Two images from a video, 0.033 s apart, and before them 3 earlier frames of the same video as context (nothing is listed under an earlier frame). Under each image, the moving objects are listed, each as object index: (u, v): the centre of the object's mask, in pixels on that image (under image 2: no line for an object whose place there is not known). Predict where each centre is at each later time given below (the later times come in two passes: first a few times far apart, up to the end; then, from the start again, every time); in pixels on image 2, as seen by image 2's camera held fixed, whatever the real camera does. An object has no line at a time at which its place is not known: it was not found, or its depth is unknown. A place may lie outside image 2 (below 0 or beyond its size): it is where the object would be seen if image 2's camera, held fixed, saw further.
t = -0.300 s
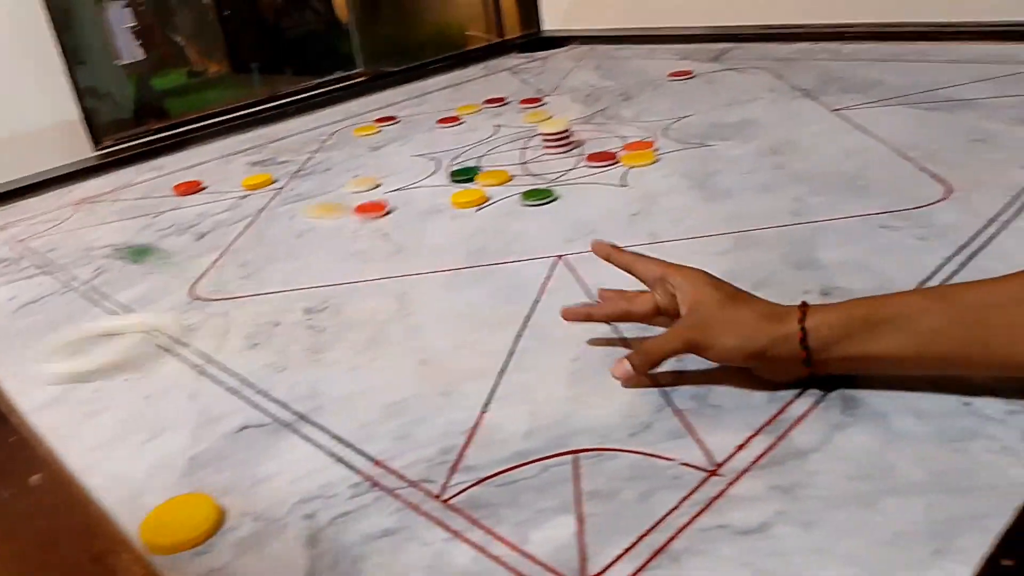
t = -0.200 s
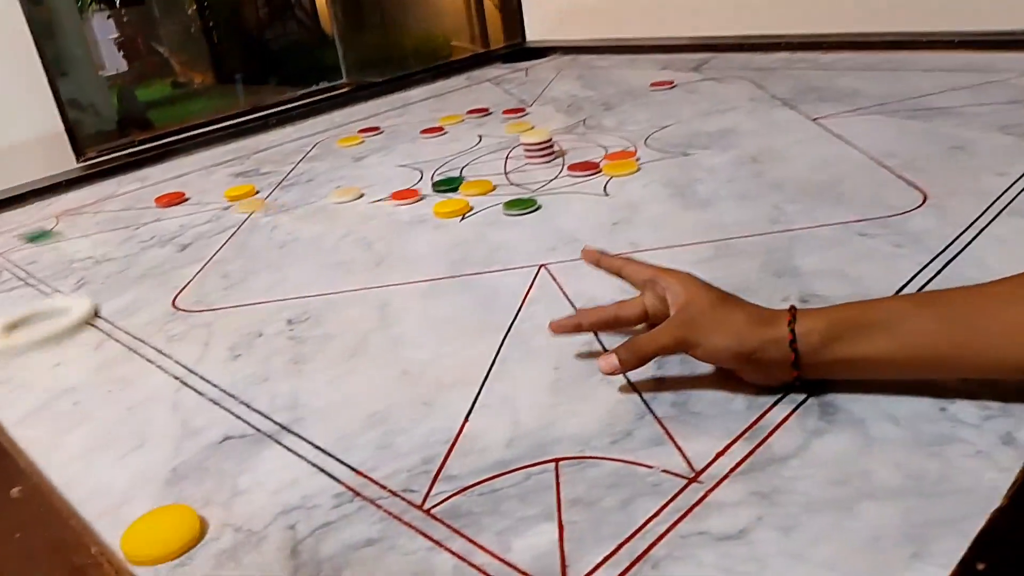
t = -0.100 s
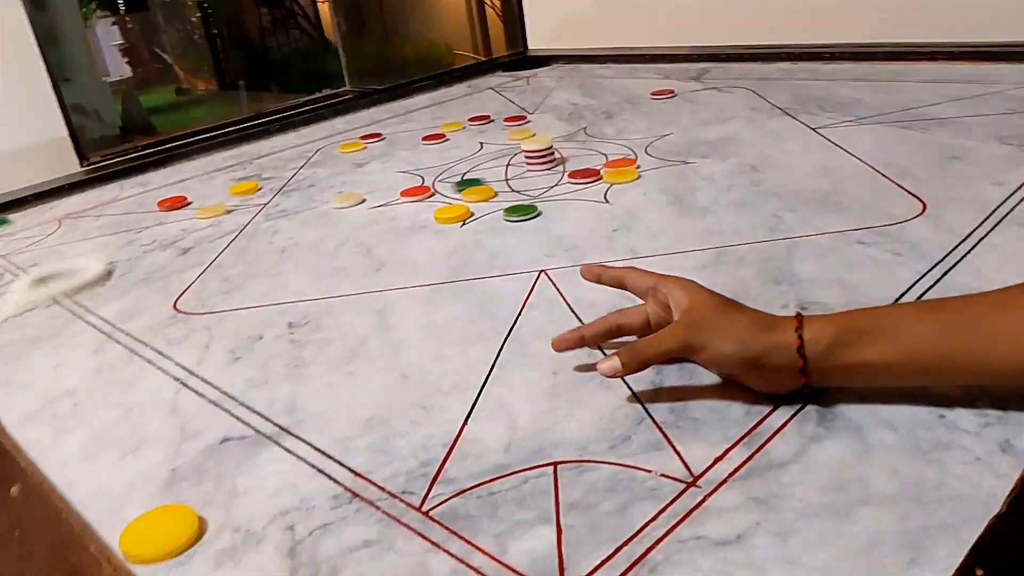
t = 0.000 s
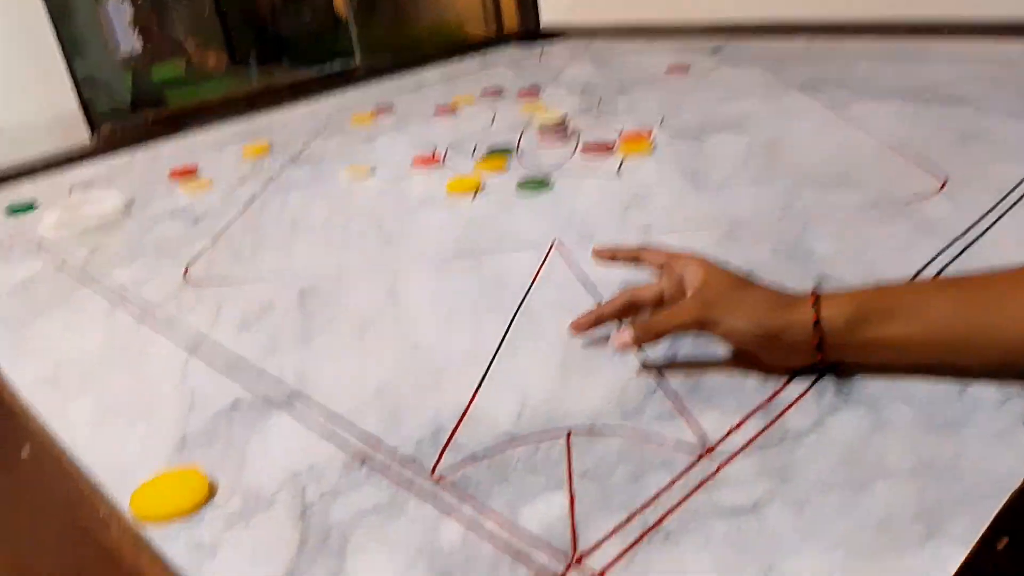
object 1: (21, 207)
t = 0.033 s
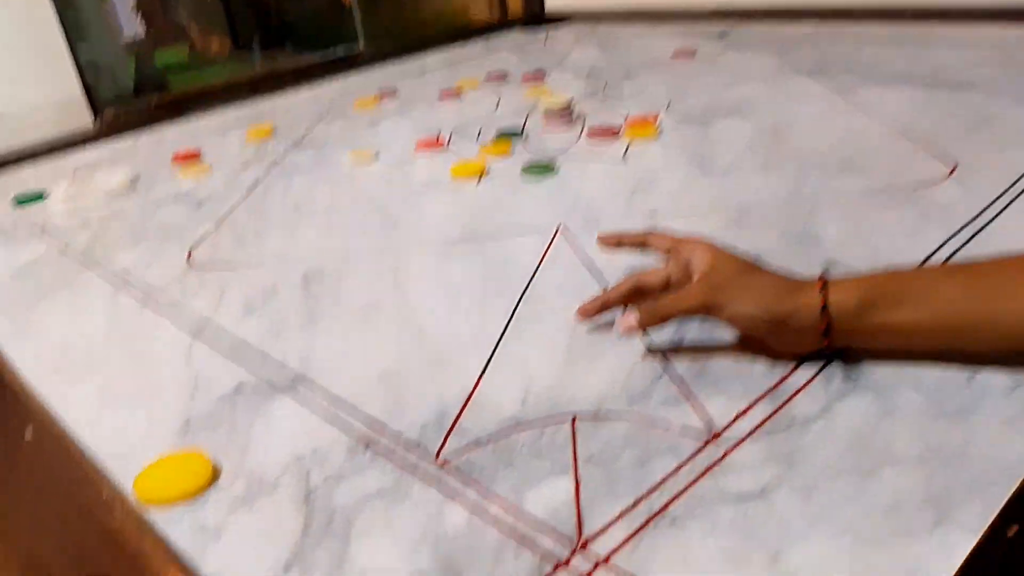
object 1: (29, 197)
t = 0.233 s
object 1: (73, 244)
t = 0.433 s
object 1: (136, 319)
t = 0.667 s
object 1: (308, 469)
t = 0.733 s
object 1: (412, 514)
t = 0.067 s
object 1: (36, 204)
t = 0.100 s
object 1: (42, 211)
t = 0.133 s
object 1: (49, 219)
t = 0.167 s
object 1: (56, 226)
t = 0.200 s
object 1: (64, 235)
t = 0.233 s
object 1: (73, 244)
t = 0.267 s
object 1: (81, 255)
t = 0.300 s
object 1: (91, 265)
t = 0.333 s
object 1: (101, 277)
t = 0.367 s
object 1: (112, 290)
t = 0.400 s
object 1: (124, 304)
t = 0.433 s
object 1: (136, 319)
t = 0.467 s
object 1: (152, 338)
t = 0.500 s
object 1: (169, 357)
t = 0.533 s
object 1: (187, 378)
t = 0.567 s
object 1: (206, 401)
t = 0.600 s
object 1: (227, 427)
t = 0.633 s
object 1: (266, 451)
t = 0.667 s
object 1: (308, 469)
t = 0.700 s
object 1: (358, 490)
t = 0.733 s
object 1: (412, 514)
